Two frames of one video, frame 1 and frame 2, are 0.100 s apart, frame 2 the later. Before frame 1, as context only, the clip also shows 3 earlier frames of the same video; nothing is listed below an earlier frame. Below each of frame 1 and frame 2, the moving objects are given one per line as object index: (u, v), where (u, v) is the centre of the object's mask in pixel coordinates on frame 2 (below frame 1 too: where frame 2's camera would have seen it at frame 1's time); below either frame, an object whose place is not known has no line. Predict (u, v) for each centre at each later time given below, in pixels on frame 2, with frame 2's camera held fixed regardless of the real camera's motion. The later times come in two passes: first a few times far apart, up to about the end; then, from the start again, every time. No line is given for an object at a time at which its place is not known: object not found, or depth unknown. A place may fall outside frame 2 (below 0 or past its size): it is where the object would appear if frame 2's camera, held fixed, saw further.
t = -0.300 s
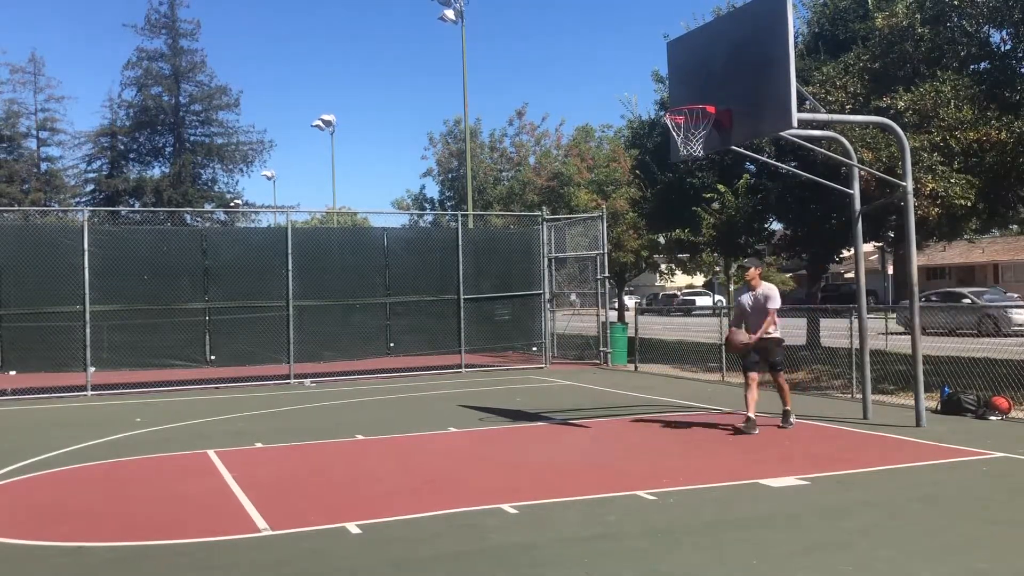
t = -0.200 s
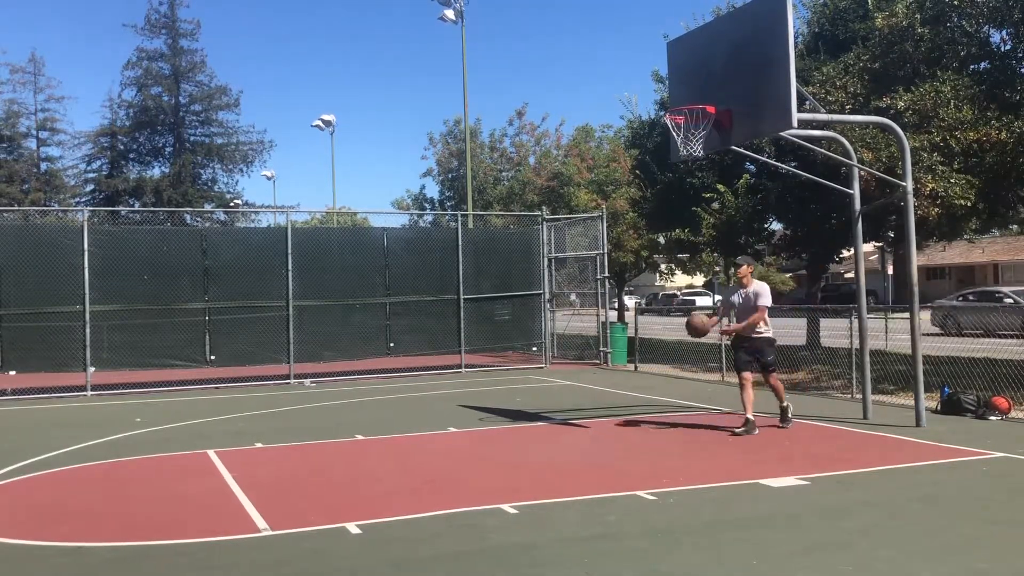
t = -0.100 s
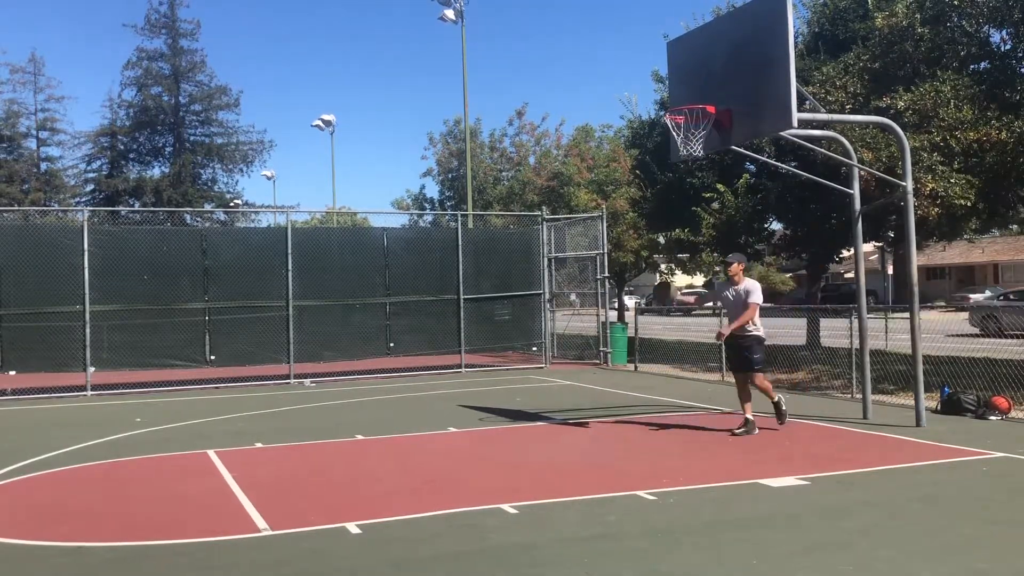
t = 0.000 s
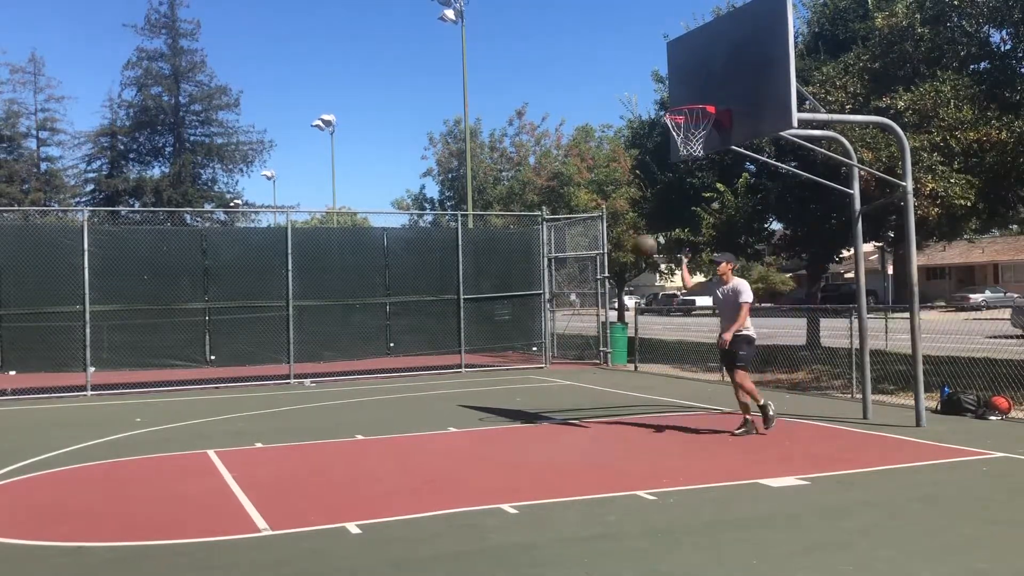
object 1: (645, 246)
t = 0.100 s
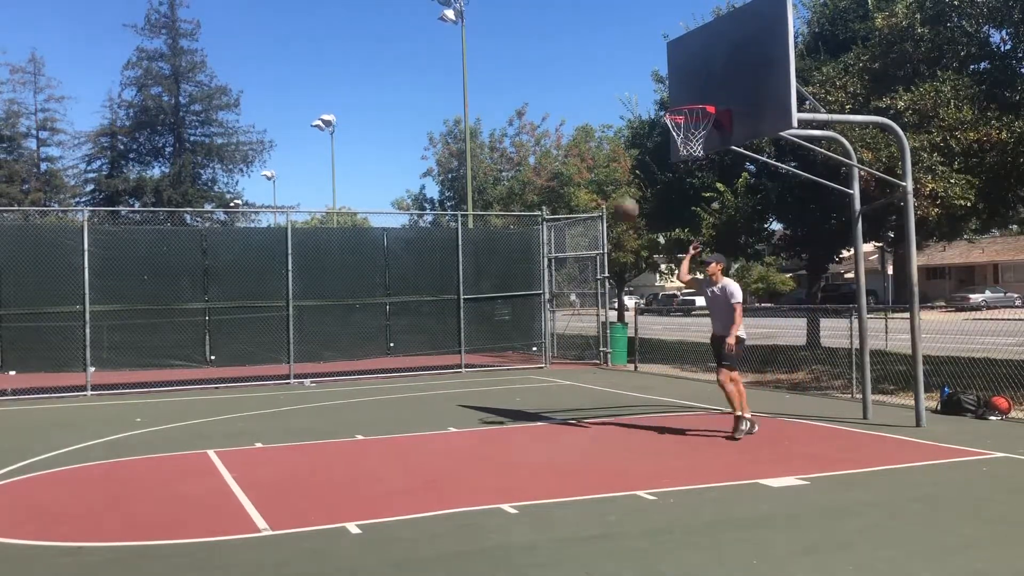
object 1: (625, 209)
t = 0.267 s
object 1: (592, 166)
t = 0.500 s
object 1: (546, 157)
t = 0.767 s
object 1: (491, 217)
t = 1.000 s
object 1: (441, 347)
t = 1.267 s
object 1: (403, 374)
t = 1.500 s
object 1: (390, 278)
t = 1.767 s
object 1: (378, 246)
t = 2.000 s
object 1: (366, 299)
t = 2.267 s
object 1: (358, 472)
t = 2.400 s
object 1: (345, 427)
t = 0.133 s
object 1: (620, 197)
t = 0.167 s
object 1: (613, 189)
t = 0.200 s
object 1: (607, 180)
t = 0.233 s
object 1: (600, 172)
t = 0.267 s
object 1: (592, 166)
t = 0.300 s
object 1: (585, 163)
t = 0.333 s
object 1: (579, 158)
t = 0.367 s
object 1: (571, 156)
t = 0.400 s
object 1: (566, 154)
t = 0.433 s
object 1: (559, 154)
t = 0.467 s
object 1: (552, 155)
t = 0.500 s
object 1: (546, 157)
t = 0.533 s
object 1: (539, 160)
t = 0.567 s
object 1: (533, 164)
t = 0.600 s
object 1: (526, 169)
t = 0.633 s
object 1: (518, 176)
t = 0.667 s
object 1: (512, 184)
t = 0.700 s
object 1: (506, 194)
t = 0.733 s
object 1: (498, 206)
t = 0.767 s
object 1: (491, 217)
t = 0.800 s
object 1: (484, 233)
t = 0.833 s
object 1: (477, 248)
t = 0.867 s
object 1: (470, 265)
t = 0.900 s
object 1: (462, 282)
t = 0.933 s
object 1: (456, 302)
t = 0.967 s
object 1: (448, 323)
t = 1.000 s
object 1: (441, 347)
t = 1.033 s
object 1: (433, 372)
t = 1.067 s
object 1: (425, 399)
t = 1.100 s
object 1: (419, 426)
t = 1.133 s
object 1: (411, 455)
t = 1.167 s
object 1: (409, 437)
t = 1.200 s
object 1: (407, 415)
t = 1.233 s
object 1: (405, 395)
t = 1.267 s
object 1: (403, 374)
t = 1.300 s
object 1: (401, 357)
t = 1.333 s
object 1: (400, 341)
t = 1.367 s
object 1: (397, 326)
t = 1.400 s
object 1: (395, 312)
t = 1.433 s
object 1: (393, 299)
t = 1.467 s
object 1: (392, 288)
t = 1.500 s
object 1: (390, 278)
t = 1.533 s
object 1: (389, 269)
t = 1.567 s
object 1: (387, 261)
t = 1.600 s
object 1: (384, 255)
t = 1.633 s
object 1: (383, 251)
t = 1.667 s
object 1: (381, 247)
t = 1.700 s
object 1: (380, 246)
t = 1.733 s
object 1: (379, 246)
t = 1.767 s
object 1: (378, 246)
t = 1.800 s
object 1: (375, 249)
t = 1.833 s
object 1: (374, 253)
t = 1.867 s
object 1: (372, 258)
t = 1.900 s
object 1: (371, 266)
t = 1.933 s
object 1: (370, 275)
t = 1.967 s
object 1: (368, 287)
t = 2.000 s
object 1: (366, 299)
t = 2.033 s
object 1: (366, 315)
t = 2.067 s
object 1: (365, 331)
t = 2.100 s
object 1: (364, 349)
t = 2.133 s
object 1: (362, 370)
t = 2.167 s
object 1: (361, 392)
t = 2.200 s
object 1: (360, 417)
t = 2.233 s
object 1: (359, 444)
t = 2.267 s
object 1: (358, 472)
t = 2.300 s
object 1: (357, 491)
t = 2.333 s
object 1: (352, 469)
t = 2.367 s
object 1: (348, 445)
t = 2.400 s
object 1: (345, 427)
